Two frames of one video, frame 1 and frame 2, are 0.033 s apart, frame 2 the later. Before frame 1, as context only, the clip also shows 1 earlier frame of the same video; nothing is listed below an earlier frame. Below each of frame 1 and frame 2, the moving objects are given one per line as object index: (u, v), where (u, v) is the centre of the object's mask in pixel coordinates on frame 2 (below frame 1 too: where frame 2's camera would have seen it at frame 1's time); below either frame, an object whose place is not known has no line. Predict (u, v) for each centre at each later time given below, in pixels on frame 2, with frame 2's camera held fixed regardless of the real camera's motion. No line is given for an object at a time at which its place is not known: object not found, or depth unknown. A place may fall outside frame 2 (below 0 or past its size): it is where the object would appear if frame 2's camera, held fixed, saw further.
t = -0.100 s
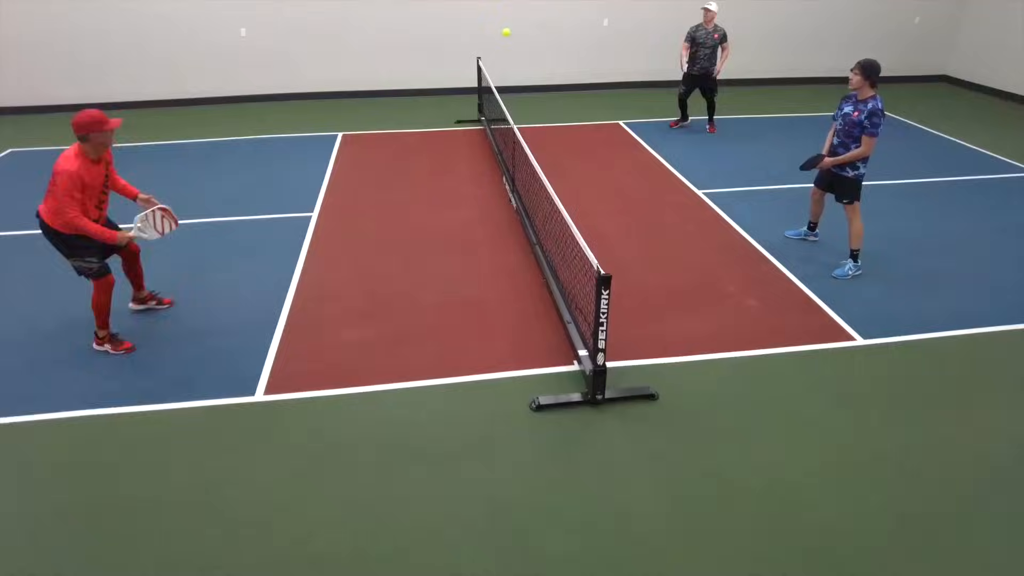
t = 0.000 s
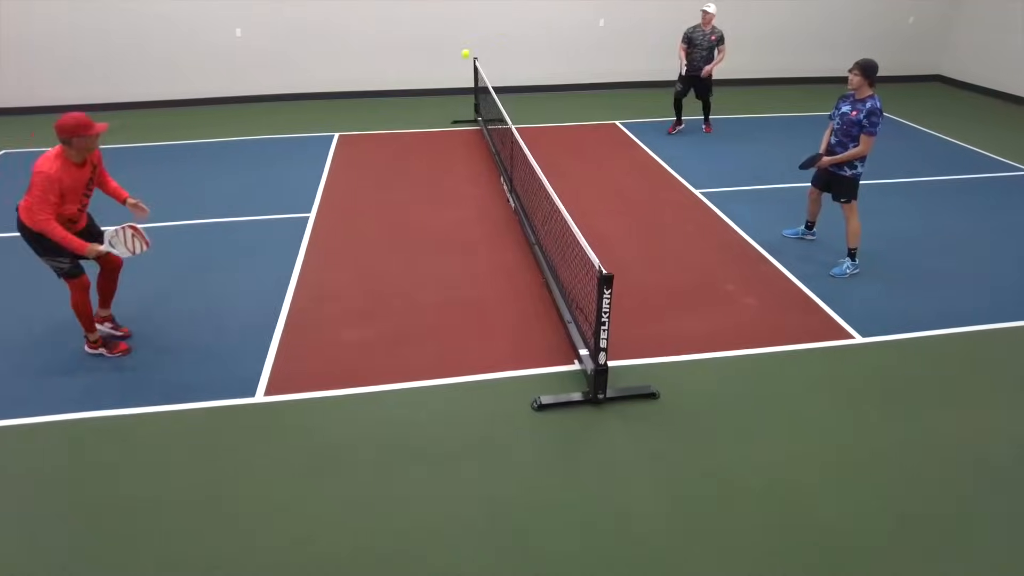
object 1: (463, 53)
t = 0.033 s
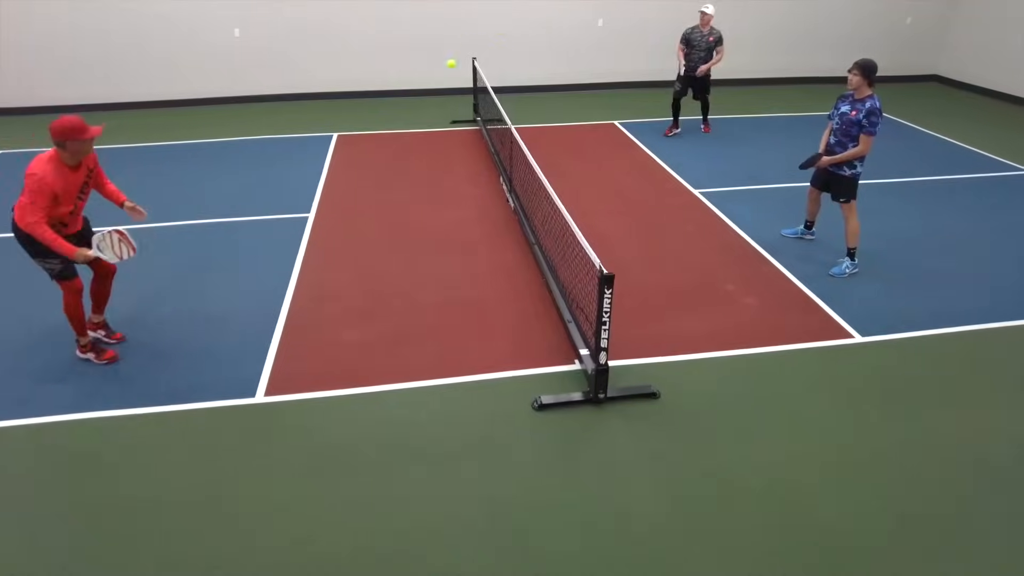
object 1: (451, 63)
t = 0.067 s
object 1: (438, 75)
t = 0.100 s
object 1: (424, 90)
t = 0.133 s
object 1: (410, 105)
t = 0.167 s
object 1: (395, 121)
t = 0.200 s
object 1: (380, 141)
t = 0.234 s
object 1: (364, 161)
